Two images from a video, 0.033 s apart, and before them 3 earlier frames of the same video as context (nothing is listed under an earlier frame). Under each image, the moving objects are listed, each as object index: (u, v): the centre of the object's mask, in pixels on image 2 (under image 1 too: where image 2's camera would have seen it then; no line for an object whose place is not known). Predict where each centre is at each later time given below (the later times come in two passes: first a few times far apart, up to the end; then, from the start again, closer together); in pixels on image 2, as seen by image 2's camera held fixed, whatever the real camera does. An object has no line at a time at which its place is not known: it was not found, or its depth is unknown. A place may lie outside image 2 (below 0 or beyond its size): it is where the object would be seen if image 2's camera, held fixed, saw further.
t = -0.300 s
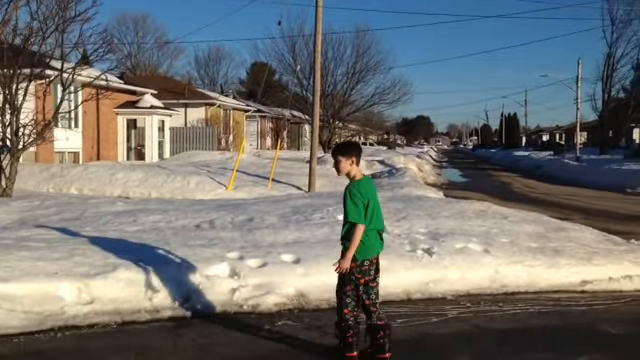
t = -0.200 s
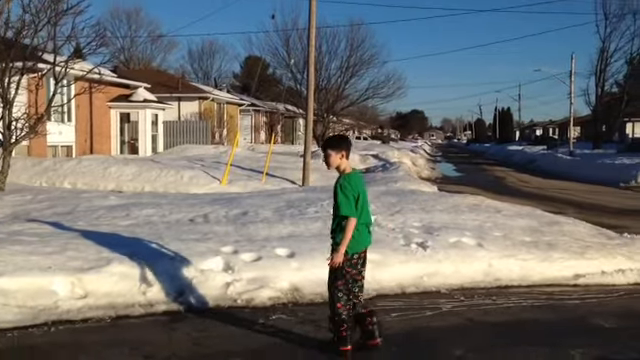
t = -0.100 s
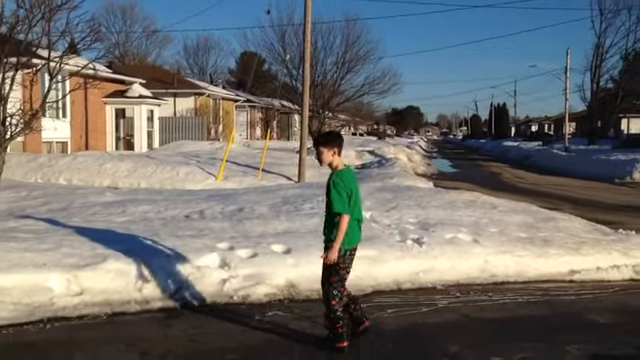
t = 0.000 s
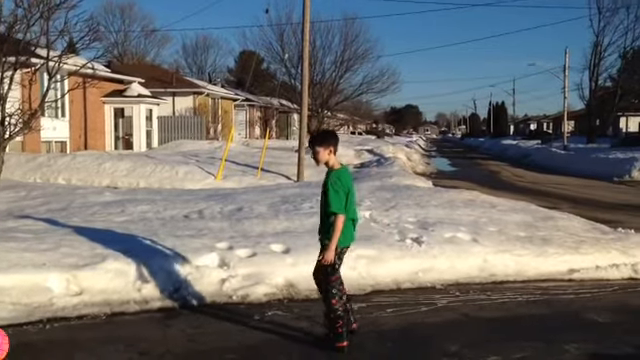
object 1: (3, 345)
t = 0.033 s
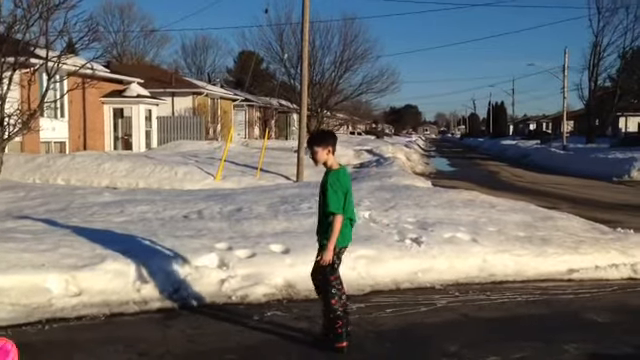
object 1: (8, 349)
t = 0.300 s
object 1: (72, 329)
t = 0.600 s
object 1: (147, 328)
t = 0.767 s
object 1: (184, 326)
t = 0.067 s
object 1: (13, 351)
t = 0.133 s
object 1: (26, 342)
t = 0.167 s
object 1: (36, 337)
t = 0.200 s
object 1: (45, 333)
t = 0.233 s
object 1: (54, 330)
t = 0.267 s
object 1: (63, 328)
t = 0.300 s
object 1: (72, 329)
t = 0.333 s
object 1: (80, 331)
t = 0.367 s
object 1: (88, 335)
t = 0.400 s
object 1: (97, 341)
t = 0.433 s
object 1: (105, 346)
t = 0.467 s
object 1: (113, 340)
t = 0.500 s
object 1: (122, 334)
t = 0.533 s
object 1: (130, 331)
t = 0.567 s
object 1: (139, 328)
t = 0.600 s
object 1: (147, 328)
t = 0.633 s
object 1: (155, 329)
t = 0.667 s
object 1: (163, 332)
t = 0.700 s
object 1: (170, 335)
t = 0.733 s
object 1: (177, 330)
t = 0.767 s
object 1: (184, 326)
